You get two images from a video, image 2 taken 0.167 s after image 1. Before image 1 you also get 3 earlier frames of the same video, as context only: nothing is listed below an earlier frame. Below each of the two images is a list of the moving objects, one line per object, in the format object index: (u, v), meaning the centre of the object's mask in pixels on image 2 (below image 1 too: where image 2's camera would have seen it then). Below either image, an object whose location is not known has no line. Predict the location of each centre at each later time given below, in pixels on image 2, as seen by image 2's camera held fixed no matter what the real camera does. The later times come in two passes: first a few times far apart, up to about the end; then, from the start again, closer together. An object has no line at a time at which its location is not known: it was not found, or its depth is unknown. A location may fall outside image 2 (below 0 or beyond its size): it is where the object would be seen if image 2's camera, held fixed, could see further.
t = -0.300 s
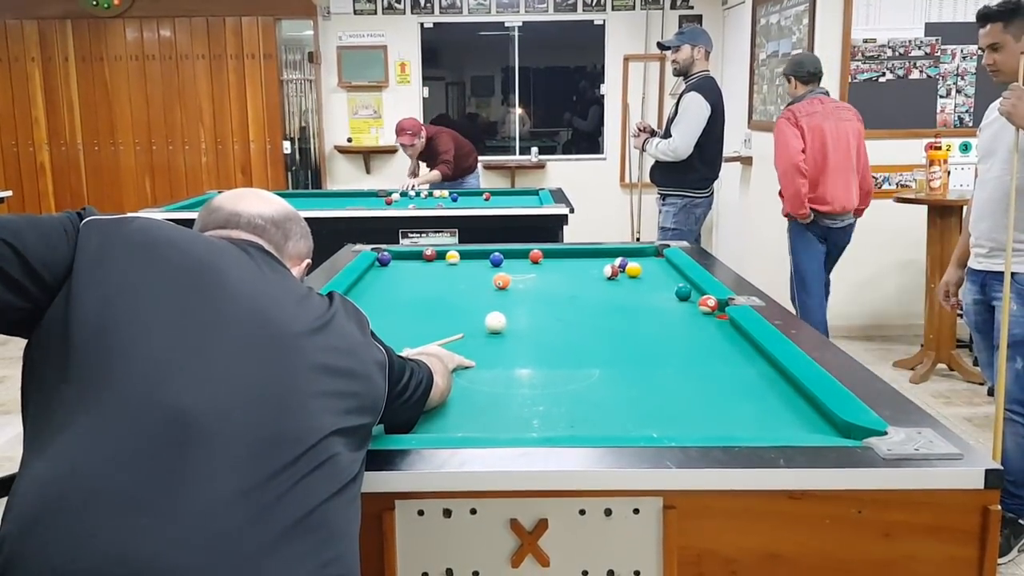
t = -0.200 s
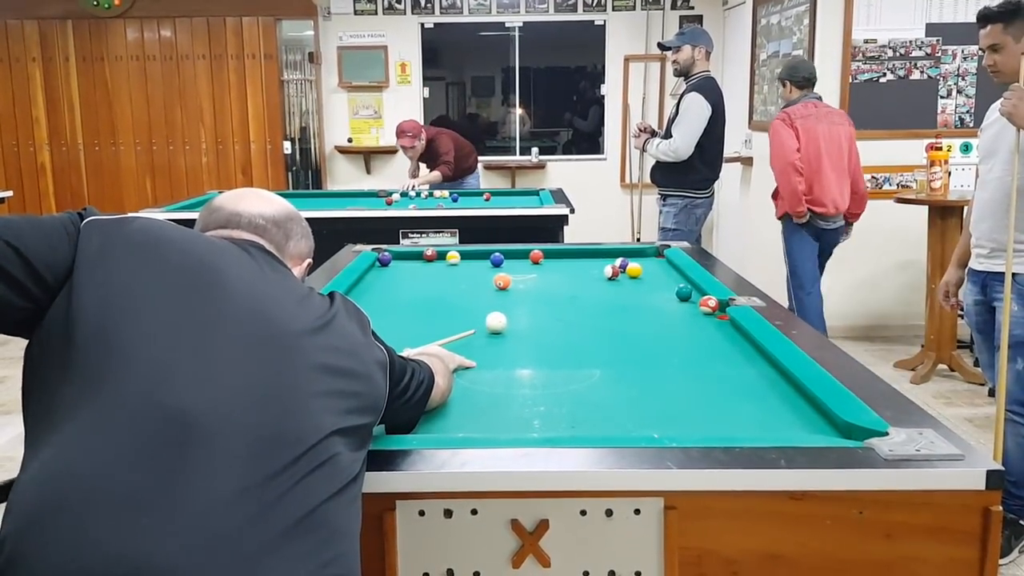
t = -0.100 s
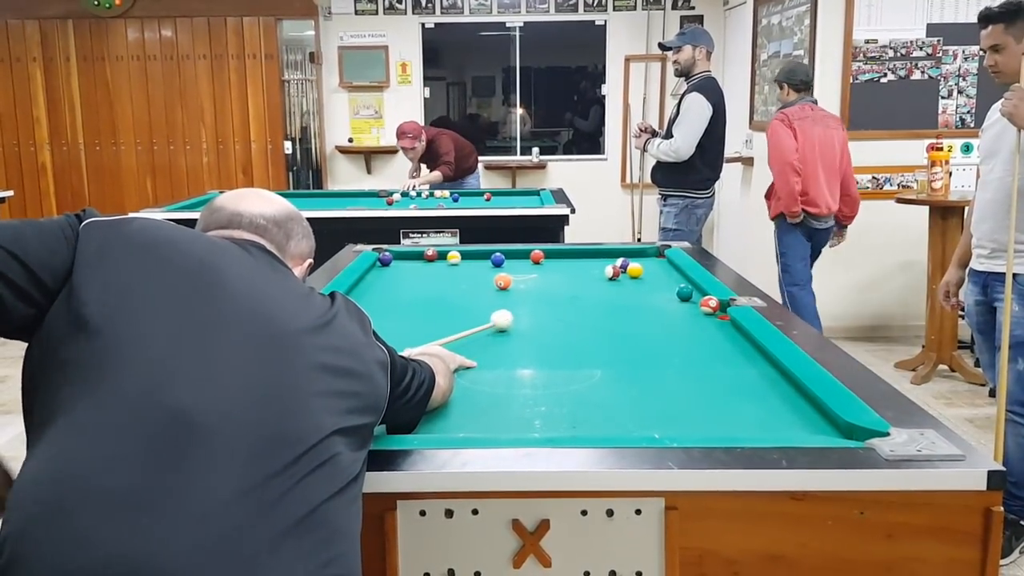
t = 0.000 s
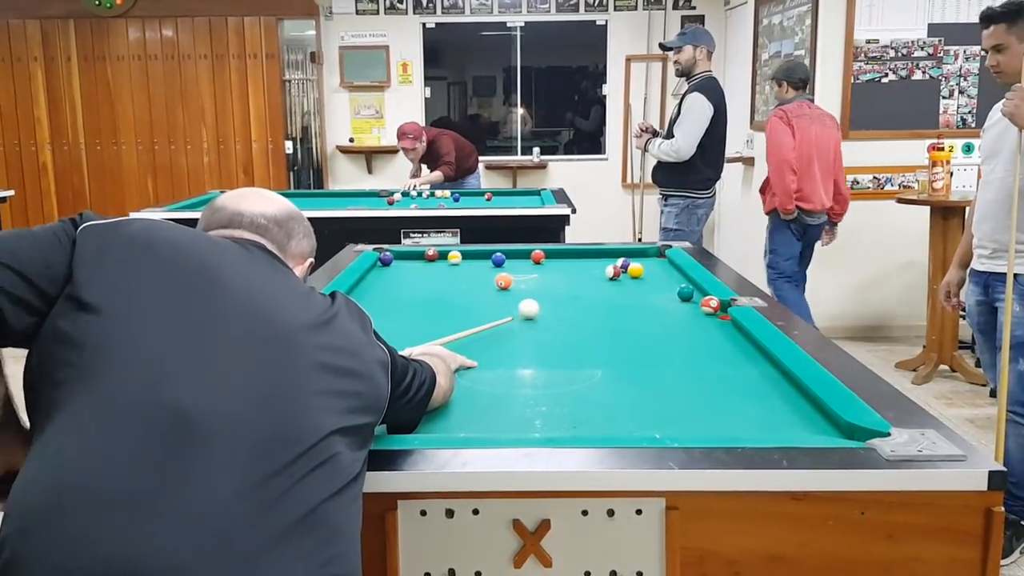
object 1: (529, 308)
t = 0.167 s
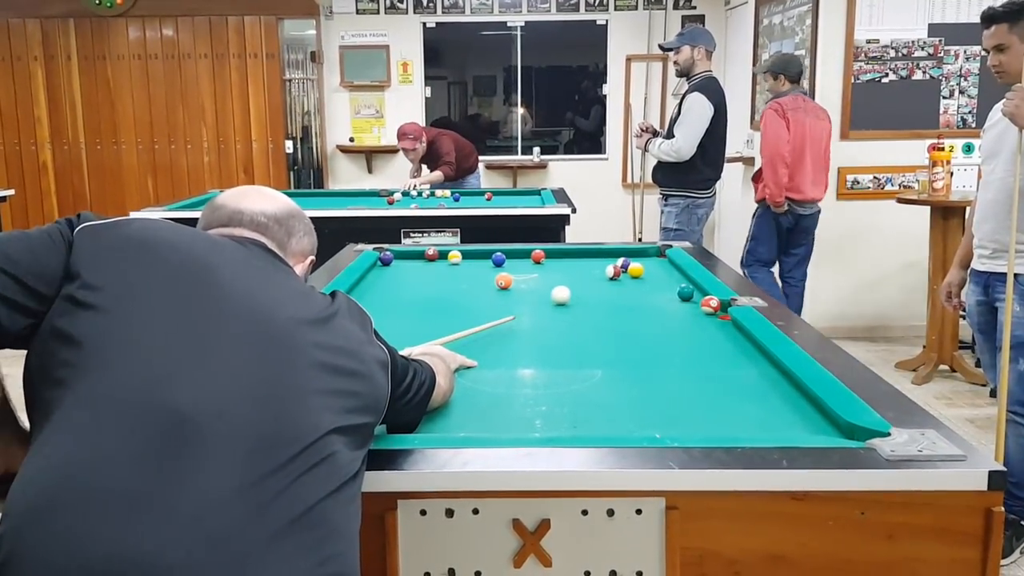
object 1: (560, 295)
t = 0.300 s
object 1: (583, 286)
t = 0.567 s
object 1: (618, 274)
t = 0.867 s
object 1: (638, 271)
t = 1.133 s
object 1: (650, 270)
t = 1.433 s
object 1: (662, 270)
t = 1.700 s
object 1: (669, 269)
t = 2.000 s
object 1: (674, 269)
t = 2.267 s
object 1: (673, 269)
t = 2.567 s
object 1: (674, 269)
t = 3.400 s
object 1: (674, 270)
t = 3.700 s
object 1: (674, 269)
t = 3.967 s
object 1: (673, 269)
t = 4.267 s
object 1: (674, 270)
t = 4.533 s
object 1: (674, 269)
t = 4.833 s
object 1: (674, 269)
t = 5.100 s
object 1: (674, 269)
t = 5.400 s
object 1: (674, 269)
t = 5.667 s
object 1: (674, 269)
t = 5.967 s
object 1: (674, 269)
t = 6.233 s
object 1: (674, 269)
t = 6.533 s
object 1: (673, 269)
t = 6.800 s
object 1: (674, 269)
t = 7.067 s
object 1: (674, 269)
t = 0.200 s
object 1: (566, 293)
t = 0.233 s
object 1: (572, 290)
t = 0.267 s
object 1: (577, 288)
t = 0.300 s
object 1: (583, 286)
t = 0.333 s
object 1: (588, 283)
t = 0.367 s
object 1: (593, 281)
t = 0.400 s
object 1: (598, 279)
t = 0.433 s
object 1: (602, 277)
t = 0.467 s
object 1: (607, 276)
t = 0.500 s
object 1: (612, 274)
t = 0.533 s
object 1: (615, 274)
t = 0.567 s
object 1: (618, 274)
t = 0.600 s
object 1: (621, 273)
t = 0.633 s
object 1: (625, 272)
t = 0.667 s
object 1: (627, 271)
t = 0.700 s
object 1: (630, 271)
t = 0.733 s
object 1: (632, 271)
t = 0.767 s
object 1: (633, 271)
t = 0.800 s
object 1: (635, 271)
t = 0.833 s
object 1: (637, 271)
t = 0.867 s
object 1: (638, 271)
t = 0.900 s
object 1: (640, 271)
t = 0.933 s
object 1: (642, 271)
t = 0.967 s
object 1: (643, 270)
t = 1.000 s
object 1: (645, 270)
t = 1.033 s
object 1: (646, 270)
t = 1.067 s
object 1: (648, 270)
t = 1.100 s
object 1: (649, 270)
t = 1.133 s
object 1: (650, 270)
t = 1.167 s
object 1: (652, 270)
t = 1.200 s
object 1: (653, 270)
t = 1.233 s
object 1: (655, 270)
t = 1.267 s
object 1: (656, 270)
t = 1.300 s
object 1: (657, 270)
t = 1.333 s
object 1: (658, 270)
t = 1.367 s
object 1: (659, 270)
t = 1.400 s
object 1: (661, 270)
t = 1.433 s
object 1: (662, 270)
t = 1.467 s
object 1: (663, 270)
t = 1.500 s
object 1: (664, 270)
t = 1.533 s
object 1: (665, 270)
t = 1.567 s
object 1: (666, 270)
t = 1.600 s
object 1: (667, 270)
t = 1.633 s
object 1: (668, 269)
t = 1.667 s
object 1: (669, 270)
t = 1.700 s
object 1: (669, 269)
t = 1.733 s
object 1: (670, 270)
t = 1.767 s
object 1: (671, 270)
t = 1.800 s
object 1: (672, 269)
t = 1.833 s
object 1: (672, 269)
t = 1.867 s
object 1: (673, 269)
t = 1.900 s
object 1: (674, 269)
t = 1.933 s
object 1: (674, 269)
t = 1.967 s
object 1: (674, 269)
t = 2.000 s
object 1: (674, 269)
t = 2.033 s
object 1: (673, 269)
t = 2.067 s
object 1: (673, 269)
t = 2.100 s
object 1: (673, 269)
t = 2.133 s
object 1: (673, 269)
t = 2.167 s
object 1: (673, 269)
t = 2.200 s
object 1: (673, 269)
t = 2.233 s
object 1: (673, 269)
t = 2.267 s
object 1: (673, 269)
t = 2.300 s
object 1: (673, 269)
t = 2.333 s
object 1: (673, 269)
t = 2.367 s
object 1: (673, 269)
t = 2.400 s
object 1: (673, 269)
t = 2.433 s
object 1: (674, 269)
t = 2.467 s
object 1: (674, 269)
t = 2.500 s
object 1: (674, 269)
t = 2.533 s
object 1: (674, 269)
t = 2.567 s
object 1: (674, 269)
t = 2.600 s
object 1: (674, 269)
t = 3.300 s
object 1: (674, 269)
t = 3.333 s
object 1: (674, 270)
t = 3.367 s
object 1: (674, 270)
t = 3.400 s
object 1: (674, 270)
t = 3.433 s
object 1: (674, 269)
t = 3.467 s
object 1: (674, 269)
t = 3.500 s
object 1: (674, 269)
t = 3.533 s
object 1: (674, 269)
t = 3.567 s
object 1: (674, 269)
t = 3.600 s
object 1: (674, 269)
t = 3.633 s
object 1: (674, 269)
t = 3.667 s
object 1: (674, 269)
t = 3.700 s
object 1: (674, 269)
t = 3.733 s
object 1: (674, 269)
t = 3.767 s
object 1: (674, 269)
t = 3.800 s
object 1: (674, 269)
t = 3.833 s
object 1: (674, 269)
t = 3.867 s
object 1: (674, 269)
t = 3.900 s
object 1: (674, 269)
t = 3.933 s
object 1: (674, 269)
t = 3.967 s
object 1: (673, 269)
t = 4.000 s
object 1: (674, 269)
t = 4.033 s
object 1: (674, 269)
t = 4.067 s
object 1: (674, 269)
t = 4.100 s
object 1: (674, 269)
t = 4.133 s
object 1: (674, 269)
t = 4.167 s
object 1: (673, 269)
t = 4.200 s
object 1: (674, 269)
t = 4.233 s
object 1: (674, 269)
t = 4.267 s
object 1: (674, 270)
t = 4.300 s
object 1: (674, 269)
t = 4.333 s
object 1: (674, 269)
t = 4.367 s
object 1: (674, 269)
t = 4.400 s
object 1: (674, 269)
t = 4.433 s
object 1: (674, 269)
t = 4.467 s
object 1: (674, 269)
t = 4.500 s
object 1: (674, 269)
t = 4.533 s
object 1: (674, 269)
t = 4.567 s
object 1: (674, 269)
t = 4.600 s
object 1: (674, 269)
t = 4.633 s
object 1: (674, 269)
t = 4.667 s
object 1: (674, 269)
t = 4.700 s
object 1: (674, 269)
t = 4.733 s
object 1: (674, 270)
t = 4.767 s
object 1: (674, 269)
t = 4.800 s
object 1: (674, 269)
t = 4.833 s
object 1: (674, 269)
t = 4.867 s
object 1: (674, 269)
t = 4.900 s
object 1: (674, 269)
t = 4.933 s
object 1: (674, 269)
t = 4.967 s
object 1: (674, 269)
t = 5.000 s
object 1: (674, 269)
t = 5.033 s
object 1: (674, 269)
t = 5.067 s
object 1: (674, 269)
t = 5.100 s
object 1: (674, 269)
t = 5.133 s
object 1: (674, 269)
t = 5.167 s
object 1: (674, 269)
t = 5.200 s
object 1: (674, 269)
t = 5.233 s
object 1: (674, 269)
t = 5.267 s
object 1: (674, 269)
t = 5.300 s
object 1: (674, 269)
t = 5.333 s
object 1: (674, 269)
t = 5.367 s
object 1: (674, 269)
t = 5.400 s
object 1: (674, 269)
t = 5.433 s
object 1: (674, 269)
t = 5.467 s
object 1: (674, 269)
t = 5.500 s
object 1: (674, 269)
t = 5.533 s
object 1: (674, 269)
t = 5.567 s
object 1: (674, 269)
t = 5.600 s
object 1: (674, 269)
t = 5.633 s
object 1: (674, 269)
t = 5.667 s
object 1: (674, 269)
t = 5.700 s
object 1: (674, 269)
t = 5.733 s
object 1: (674, 270)
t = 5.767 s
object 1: (674, 269)
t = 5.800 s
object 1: (674, 269)
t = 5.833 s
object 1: (674, 269)
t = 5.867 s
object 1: (674, 269)
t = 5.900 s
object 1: (674, 269)
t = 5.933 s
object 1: (674, 269)
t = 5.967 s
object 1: (674, 269)
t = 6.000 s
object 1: (674, 269)
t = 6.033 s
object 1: (674, 269)
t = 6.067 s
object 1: (673, 269)
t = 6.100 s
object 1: (673, 269)
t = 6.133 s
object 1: (674, 269)
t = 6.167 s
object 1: (674, 269)
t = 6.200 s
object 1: (674, 269)
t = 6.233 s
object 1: (674, 269)
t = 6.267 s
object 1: (674, 269)
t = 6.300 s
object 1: (674, 269)
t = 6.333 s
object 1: (673, 269)
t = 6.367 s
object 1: (673, 269)
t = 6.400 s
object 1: (674, 269)
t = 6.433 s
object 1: (674, 269)
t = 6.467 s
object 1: (673, 269)
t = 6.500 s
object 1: (673, 269)
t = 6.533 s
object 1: (673, 269)
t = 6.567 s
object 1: (673, 269)
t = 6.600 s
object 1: (673, 269)
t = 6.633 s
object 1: (673, 269)
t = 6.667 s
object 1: (673, 269)
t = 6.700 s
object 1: (673, 269)
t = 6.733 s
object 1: (674, 269)
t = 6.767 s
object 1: (673, 269)
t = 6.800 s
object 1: (674, 269)
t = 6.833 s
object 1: (674, 269)
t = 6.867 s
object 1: (674, 269)
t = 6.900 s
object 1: (673, 269)
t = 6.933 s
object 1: (674, 269)
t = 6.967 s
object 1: (674, 269)
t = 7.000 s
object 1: (674, 269)
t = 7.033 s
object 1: (674, 269)
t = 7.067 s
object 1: (674, 269)
